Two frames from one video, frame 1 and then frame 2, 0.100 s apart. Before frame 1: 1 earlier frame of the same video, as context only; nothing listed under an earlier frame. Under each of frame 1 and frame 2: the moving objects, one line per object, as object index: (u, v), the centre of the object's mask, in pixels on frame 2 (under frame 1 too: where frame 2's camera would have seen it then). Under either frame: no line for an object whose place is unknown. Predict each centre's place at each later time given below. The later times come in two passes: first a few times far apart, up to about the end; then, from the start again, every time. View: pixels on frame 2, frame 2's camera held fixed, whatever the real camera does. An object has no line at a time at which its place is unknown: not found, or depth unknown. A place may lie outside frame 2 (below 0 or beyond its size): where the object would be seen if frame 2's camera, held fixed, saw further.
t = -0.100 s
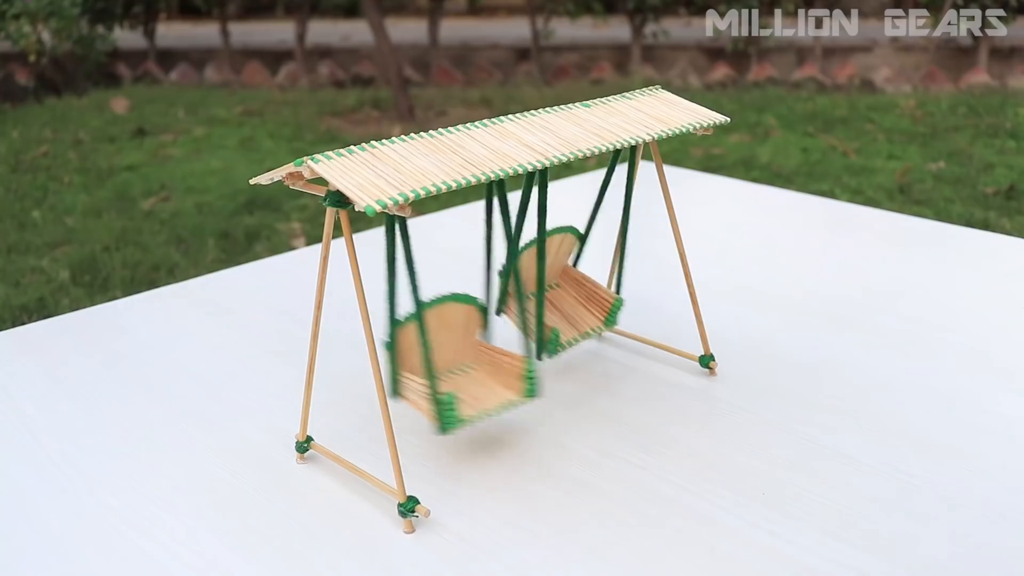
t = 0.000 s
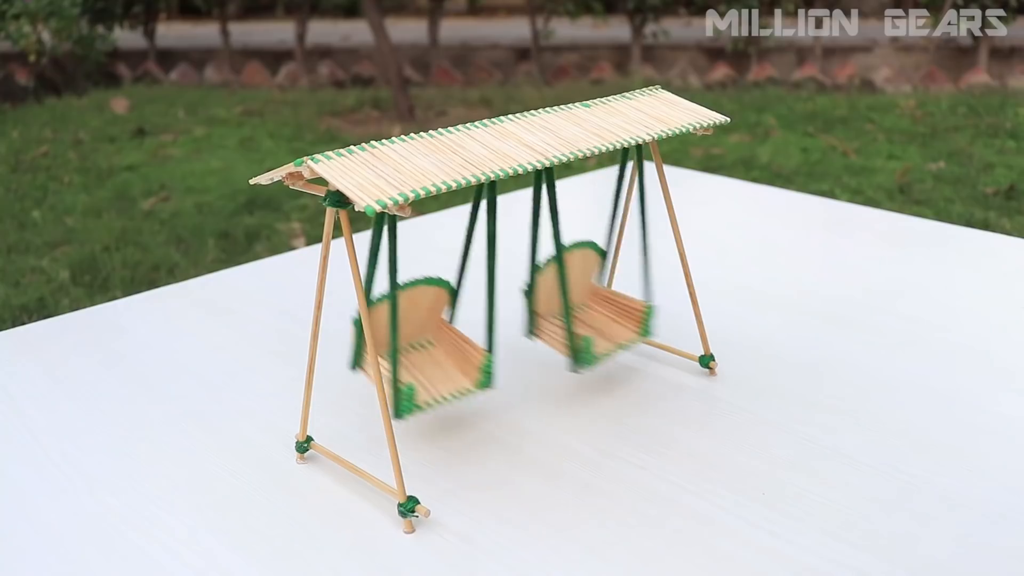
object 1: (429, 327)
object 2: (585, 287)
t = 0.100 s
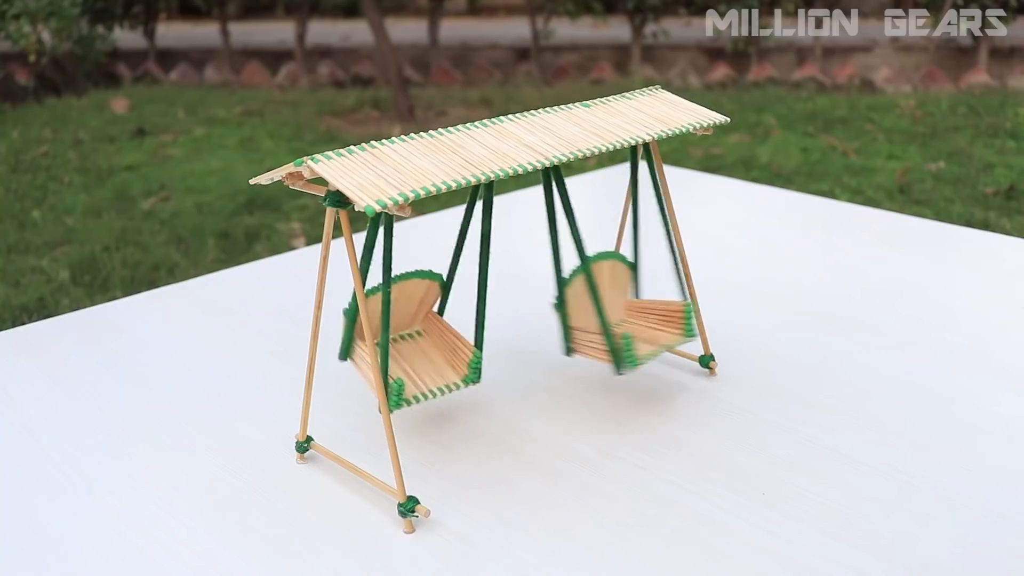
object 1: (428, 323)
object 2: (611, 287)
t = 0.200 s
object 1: (435, 335)
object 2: (623, 284)
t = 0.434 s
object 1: (495, 334)
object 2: (576, 275)
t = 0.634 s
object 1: (437, 335)
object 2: (569, 278)
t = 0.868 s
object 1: (435, 333)
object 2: (621, 285)
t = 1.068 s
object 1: (487, 342)
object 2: (593, 279)
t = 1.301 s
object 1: (439, 336)
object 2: (570, 280)
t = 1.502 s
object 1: (429, 327)
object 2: (617, 286)
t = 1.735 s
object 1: (481, 339)
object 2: (596, 292)
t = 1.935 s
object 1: (451, 341)
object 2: (564, 276)
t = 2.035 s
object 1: (430, 328)
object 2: (582, 283)
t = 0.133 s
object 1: (429, 327)
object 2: (618, 285)
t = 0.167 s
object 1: (429, 329)
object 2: (622, 285)
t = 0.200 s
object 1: (435, 335)
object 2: (623, 284)
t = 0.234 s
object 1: (443, 344)
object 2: (620, 285)
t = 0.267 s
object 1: (456, 348)
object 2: (614, 286)
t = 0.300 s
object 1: (472, 334)
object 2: (606, 287)
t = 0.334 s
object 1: (481, 333)
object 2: (597, 286)
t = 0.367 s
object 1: (481, 350)
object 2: (595, 288)
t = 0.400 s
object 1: (485, 349)
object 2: (591, 275)
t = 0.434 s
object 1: (495, 334)
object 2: (576, 275)
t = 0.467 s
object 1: (486, 343)
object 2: (571, 274)
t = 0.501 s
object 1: (484, 338)
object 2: (564, 275)
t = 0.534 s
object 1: (481, 331)
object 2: (562, 276)
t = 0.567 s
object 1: (457, 339)
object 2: (560, 274)
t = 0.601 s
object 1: (454, 332)
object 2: (564, 277)
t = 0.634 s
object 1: (437, 335)
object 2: (569, 278)
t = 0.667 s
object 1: (428, 325)
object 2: (581, 286)
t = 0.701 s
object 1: (430, 327)
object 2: (588, 285)
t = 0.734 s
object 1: (429, 323)
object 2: (598, 287)
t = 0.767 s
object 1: (428, 323)
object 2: (607, 287)
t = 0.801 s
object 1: (429, 326)
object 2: (615, 286)
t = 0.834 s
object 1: (429, 327)
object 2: (620, 285)
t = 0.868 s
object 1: (435, 333)
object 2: (621, 285)
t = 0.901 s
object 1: (443, 339)
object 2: (620, 285)
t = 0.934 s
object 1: (454, 343)
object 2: (615, 286)
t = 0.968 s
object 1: (461, 340)
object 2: (608, 287)
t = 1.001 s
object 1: (482, 336)
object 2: (600, 287)
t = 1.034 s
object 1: (479, 340)
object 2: (590, 284)
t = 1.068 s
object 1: (487, 342)
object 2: (593, 279)
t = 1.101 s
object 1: (488, 341)
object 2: (581, 280)
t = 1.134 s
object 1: (485, 342)
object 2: (573, 272)
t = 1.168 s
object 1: (480, 335)
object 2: (566, 277)
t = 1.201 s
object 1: (470, 349)
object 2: (565, 276)
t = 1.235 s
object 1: (462, 336)
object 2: (561, 275)
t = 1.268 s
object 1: (448, 341)
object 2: (564, 276)
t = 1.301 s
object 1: (439, 336)
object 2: (570, 280)
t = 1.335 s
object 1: (433, 331)
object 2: (578, 284)
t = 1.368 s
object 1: (429, 326)
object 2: (585, 284)
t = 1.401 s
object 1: (427, 322)
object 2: (594, 286)
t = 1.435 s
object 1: (429, 325)
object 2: (603, 287)
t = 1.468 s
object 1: (430, 327)
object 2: (611, 287)
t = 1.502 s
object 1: (429, 327)
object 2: (617, 286)
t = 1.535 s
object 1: (434, 333)
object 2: (620, 285)
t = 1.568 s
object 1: (442, 338)
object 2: (619, 285)
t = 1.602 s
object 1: (451, 342)
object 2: (617, 285)
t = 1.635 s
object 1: (462, 343)
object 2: (610, 286)
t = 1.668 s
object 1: (479, 336)
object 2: (602, 286)
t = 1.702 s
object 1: (476, 340)
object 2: (594, 285)
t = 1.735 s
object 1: (481, 339)
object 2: (596, 292)
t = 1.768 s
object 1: (483, 339)
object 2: (592, 280)
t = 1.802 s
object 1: (481, 339)
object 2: (584, 270)
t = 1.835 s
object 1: (477, 339)
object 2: (582, 270)
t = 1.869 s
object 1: (482, 331)
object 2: (577, 271)
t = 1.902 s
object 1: (465, 334)
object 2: (562, 275)
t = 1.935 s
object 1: (451, 341)
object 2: (564, 276)
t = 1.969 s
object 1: (442, 337)
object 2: (569, 279)
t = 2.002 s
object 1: (435, 332)
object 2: (576, 283)
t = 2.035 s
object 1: (430, 328)
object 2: (582, 283)
